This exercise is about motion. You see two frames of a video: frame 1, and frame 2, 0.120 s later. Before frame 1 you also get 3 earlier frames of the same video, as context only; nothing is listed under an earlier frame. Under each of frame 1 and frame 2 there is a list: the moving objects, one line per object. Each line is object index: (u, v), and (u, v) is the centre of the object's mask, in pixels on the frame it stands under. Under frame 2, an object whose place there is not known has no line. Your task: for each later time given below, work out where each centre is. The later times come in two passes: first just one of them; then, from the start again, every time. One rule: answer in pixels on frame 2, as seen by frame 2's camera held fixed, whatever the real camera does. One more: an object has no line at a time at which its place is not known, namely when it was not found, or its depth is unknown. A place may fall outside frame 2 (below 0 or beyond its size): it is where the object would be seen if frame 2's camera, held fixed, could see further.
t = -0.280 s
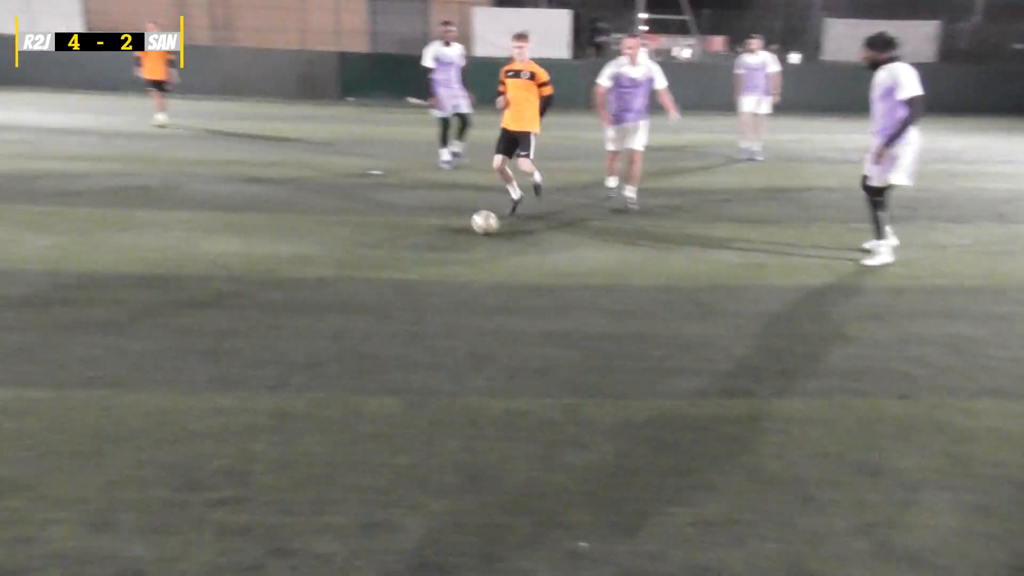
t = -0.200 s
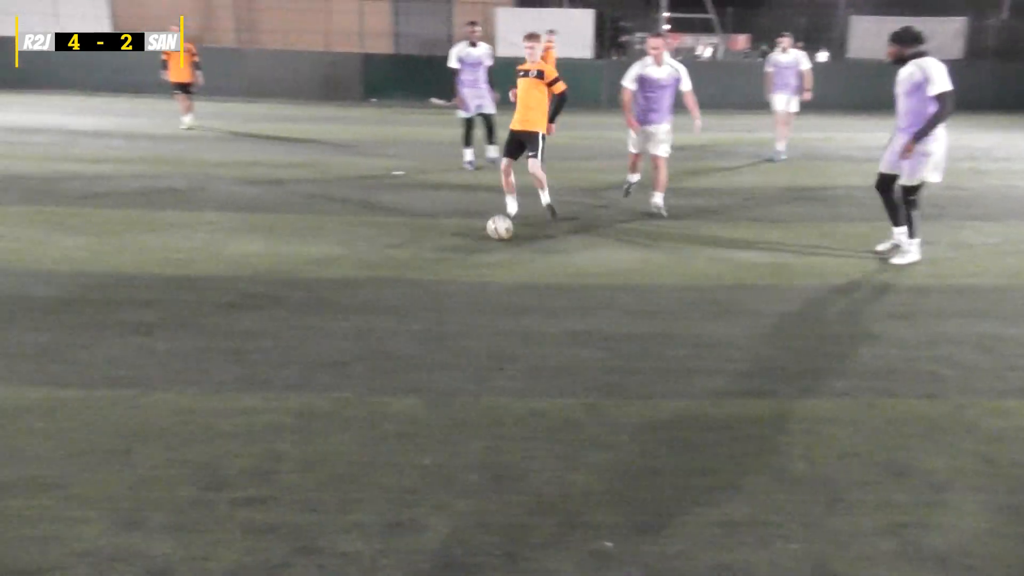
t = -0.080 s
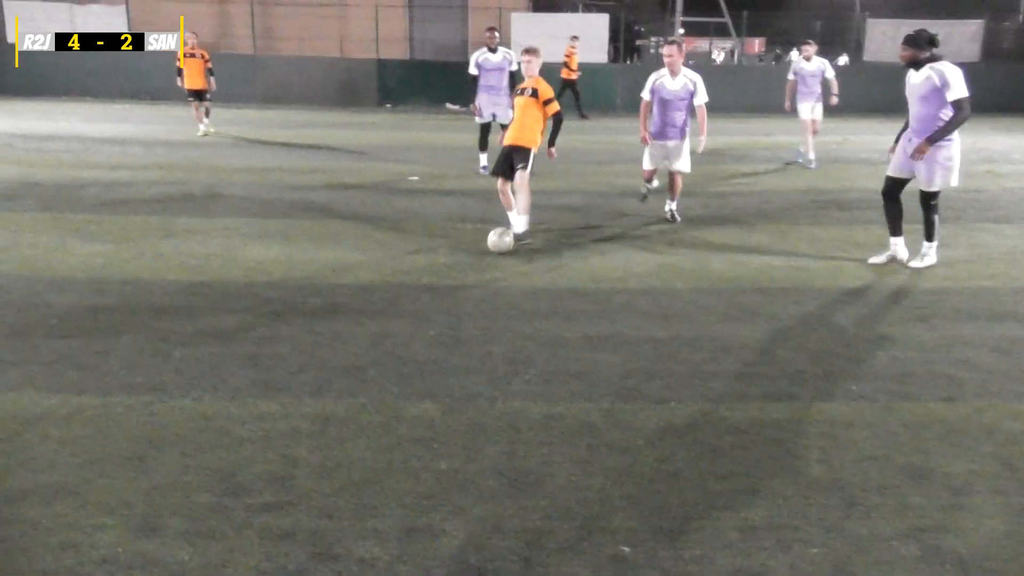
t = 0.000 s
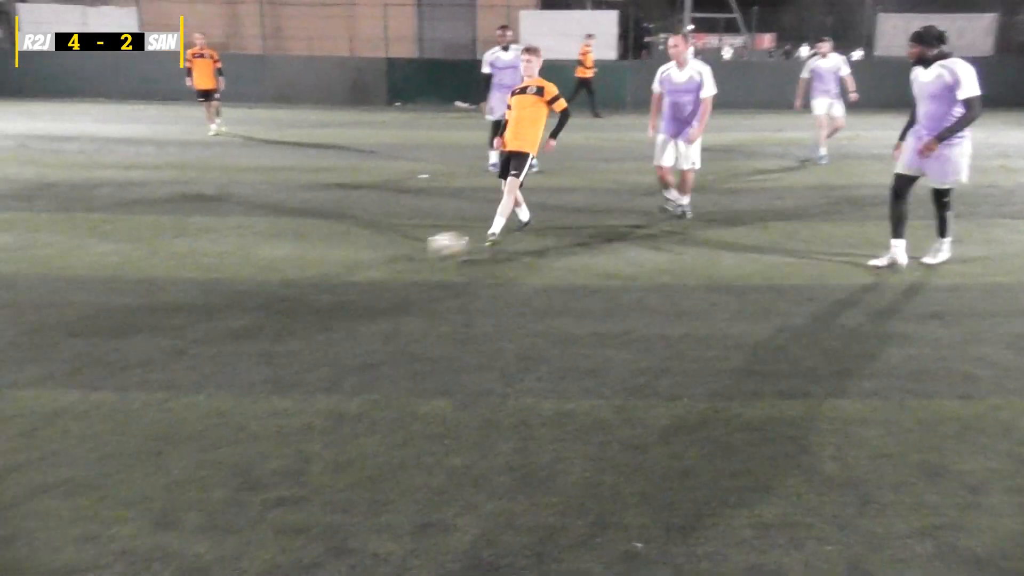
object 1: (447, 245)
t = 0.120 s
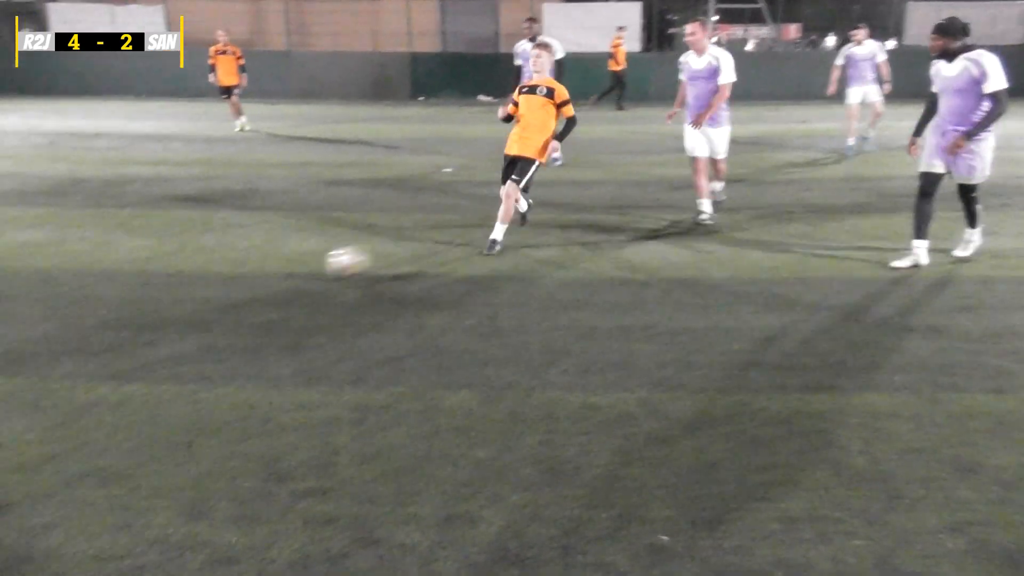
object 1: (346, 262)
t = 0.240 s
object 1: (208, 280)
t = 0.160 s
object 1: (303, 272)
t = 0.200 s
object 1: (256, 275)
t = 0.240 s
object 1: (208, 280)
